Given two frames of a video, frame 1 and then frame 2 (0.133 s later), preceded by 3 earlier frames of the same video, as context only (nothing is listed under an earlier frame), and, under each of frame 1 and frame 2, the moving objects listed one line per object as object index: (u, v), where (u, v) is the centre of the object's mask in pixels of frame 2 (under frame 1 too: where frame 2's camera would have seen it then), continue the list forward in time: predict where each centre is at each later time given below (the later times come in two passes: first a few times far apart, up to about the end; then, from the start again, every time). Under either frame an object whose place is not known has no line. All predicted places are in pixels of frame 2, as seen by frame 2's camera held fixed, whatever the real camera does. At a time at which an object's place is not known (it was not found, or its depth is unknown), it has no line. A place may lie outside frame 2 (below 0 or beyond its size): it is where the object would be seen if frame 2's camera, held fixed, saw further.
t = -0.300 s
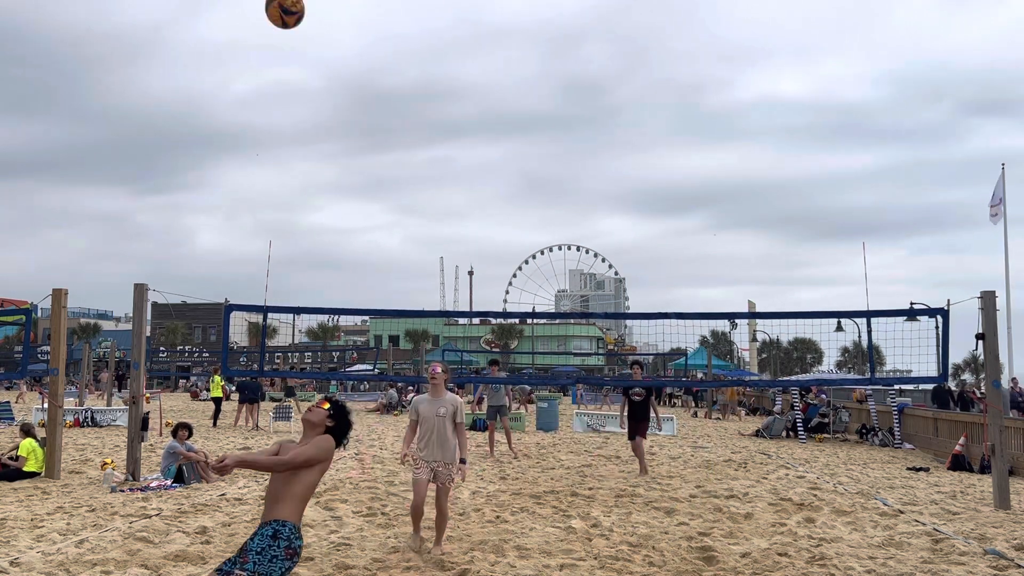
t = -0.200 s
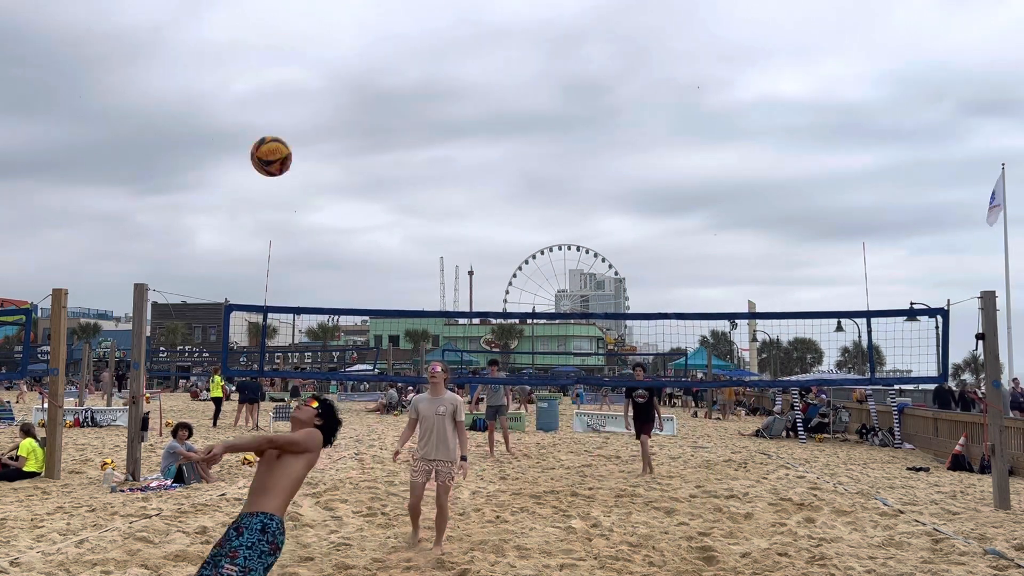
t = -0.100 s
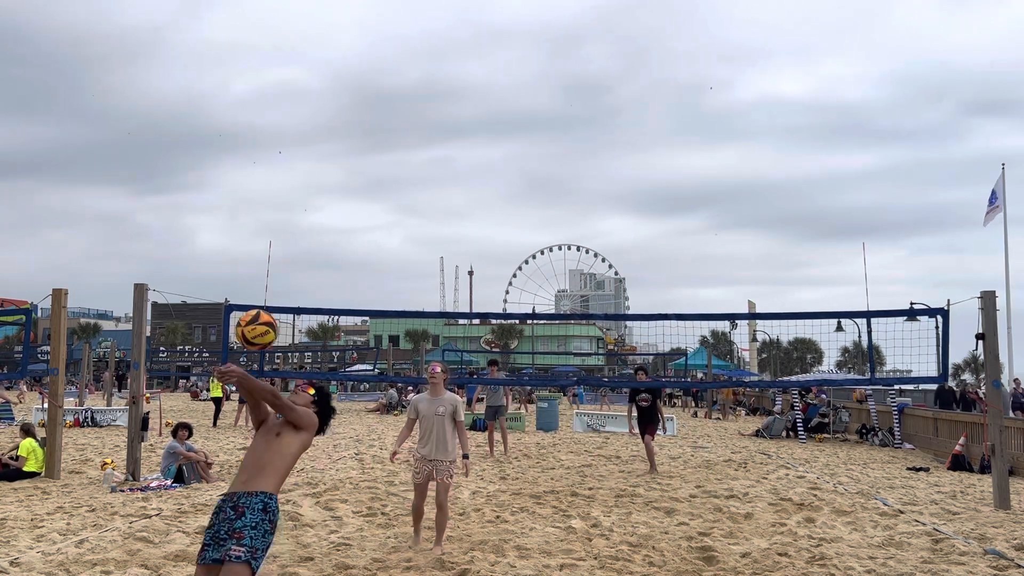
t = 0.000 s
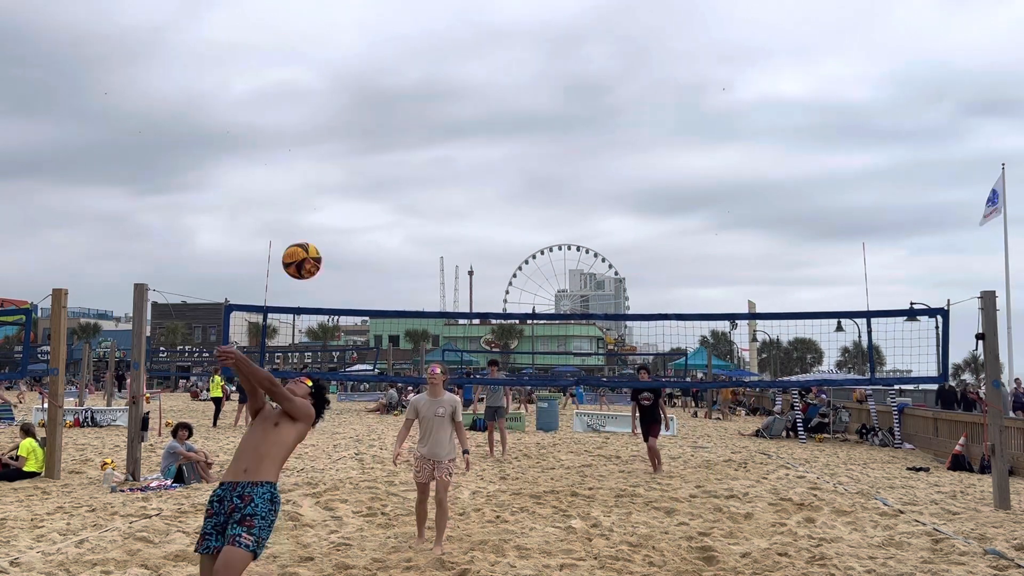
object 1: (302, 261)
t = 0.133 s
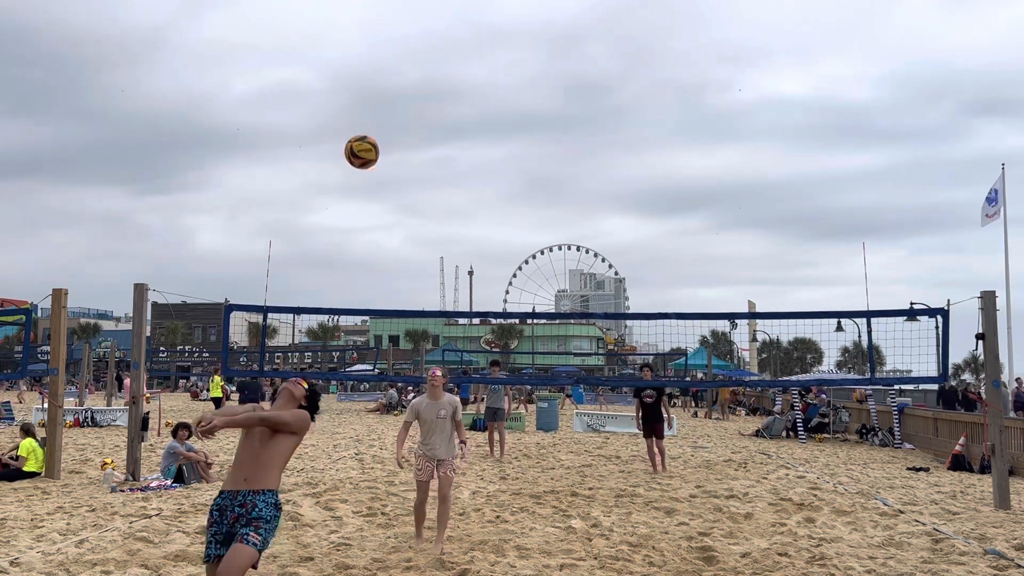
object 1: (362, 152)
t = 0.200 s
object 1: (387, 117)
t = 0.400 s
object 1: (449, 65)
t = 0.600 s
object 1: (495, 72)
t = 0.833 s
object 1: (537, 130)
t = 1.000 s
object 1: (560, 193)
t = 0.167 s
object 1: (375, 133)
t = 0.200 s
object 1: (387, 117)
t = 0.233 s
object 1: (399, 103)
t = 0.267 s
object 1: (410, 91)
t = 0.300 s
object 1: (420, 82)
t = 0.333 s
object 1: (430, 74)
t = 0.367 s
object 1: (440, 69)
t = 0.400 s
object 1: (449, 65)
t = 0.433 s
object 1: (457, 63)
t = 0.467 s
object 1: (465, 62)
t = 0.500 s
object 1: (473, 63)
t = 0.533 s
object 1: (481, 64)
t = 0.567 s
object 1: (488, 68)
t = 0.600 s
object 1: (495, 72)
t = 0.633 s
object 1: (502, 78)
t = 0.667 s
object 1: (508, 84)
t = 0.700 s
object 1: (514, 91)
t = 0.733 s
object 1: (520, 99)
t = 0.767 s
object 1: (526, 108)
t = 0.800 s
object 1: (532, 119)
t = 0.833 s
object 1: (537, 130)
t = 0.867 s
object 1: (542, 141)
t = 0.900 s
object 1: (546, 153)
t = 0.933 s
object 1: (551, 165)
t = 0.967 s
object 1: (556, 179)
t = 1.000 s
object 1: (560, 193)
